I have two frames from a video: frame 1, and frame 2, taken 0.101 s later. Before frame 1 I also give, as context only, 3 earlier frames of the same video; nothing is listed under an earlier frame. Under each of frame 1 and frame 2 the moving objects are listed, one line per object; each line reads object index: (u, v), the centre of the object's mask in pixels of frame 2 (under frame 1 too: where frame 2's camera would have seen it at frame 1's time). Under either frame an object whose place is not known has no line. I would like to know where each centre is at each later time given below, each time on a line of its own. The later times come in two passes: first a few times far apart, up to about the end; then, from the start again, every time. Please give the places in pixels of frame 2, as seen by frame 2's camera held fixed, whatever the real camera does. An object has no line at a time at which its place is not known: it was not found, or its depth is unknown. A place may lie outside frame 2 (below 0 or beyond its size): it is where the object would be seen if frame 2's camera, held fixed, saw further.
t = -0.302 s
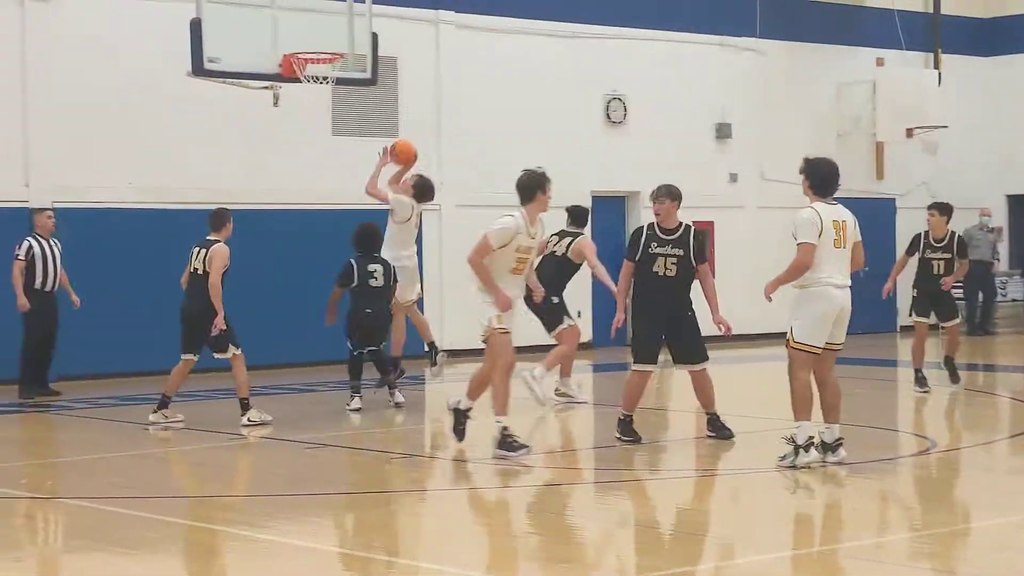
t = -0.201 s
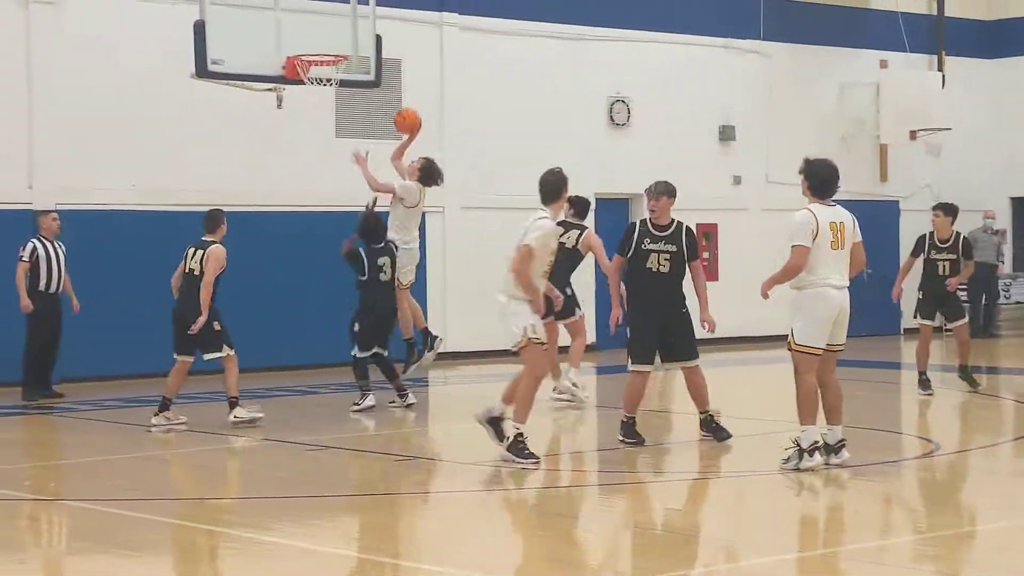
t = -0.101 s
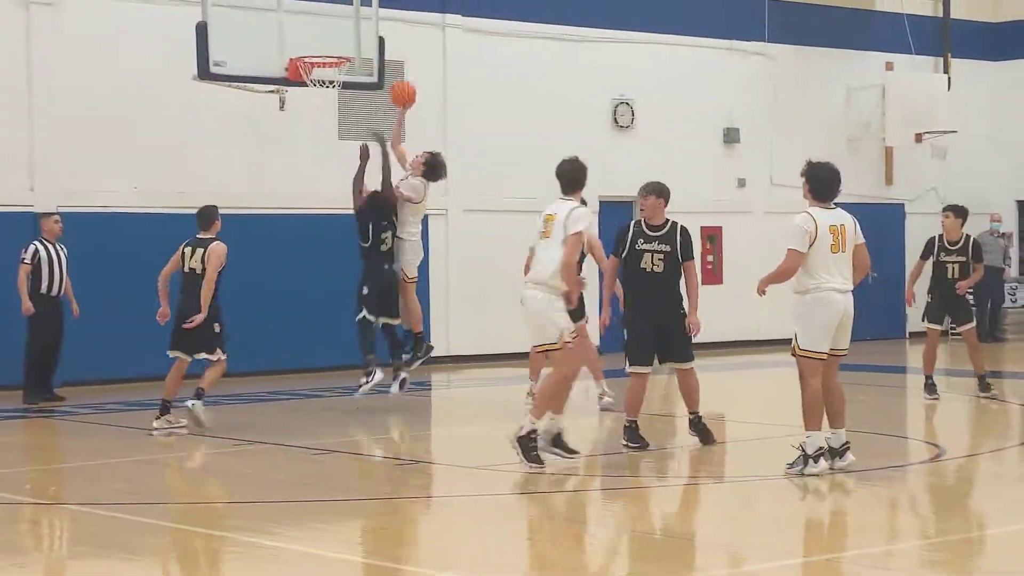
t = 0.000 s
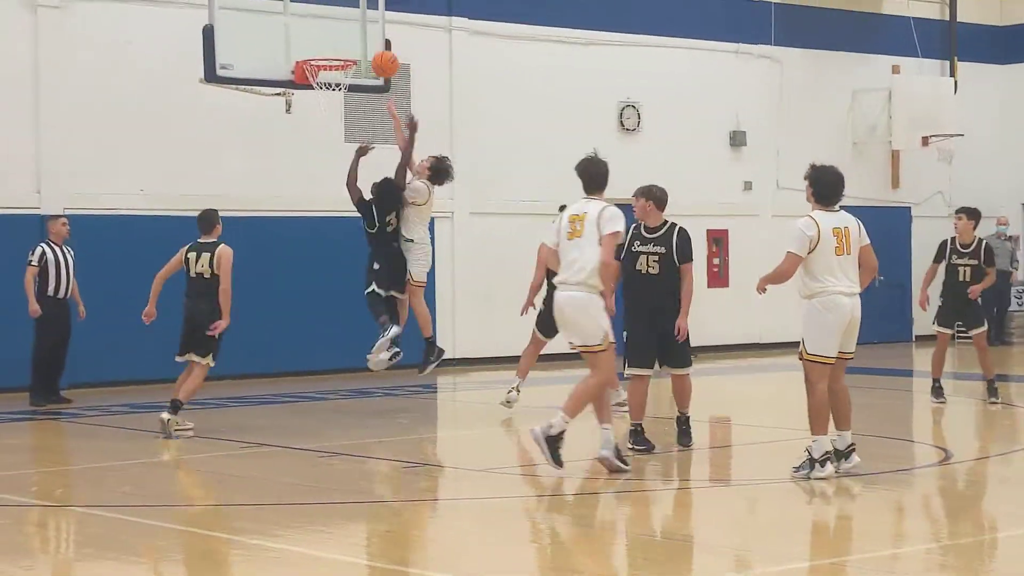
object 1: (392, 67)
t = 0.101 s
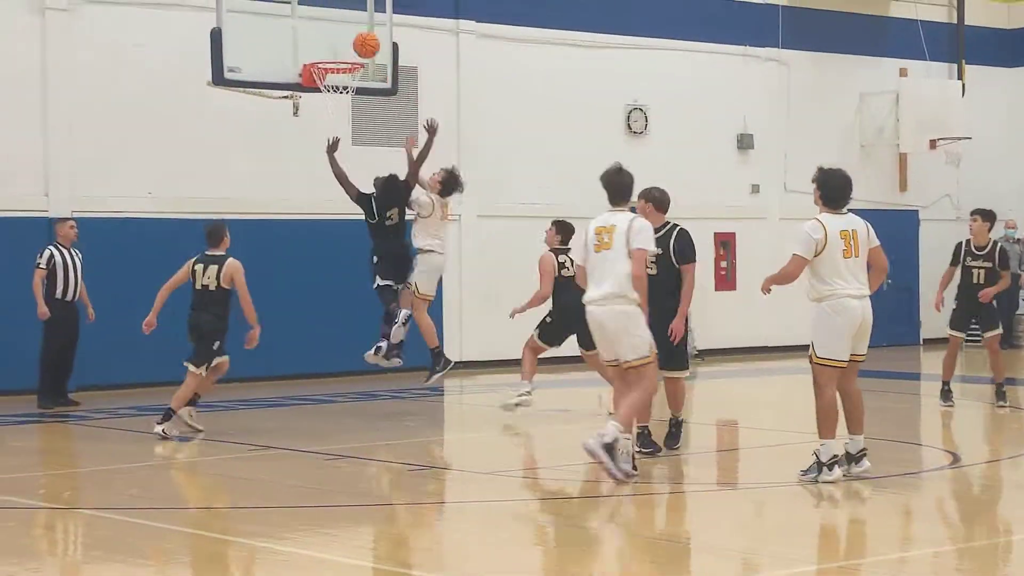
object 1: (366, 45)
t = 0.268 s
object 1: (332, 34)
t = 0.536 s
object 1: (331, 86)
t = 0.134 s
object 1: (358, 40)
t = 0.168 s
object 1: (349, 36)
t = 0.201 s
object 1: (340, 34)
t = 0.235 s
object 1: (333, 33)
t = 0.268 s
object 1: (332, 34)
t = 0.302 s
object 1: (331, 36)
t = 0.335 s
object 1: (330, 40)
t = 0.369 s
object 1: (328, 45)
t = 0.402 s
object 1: (327, 51)
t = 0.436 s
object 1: (326, 55)
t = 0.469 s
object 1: (327, 66)
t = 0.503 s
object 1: (328, 76)
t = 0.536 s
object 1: (331, 86)
